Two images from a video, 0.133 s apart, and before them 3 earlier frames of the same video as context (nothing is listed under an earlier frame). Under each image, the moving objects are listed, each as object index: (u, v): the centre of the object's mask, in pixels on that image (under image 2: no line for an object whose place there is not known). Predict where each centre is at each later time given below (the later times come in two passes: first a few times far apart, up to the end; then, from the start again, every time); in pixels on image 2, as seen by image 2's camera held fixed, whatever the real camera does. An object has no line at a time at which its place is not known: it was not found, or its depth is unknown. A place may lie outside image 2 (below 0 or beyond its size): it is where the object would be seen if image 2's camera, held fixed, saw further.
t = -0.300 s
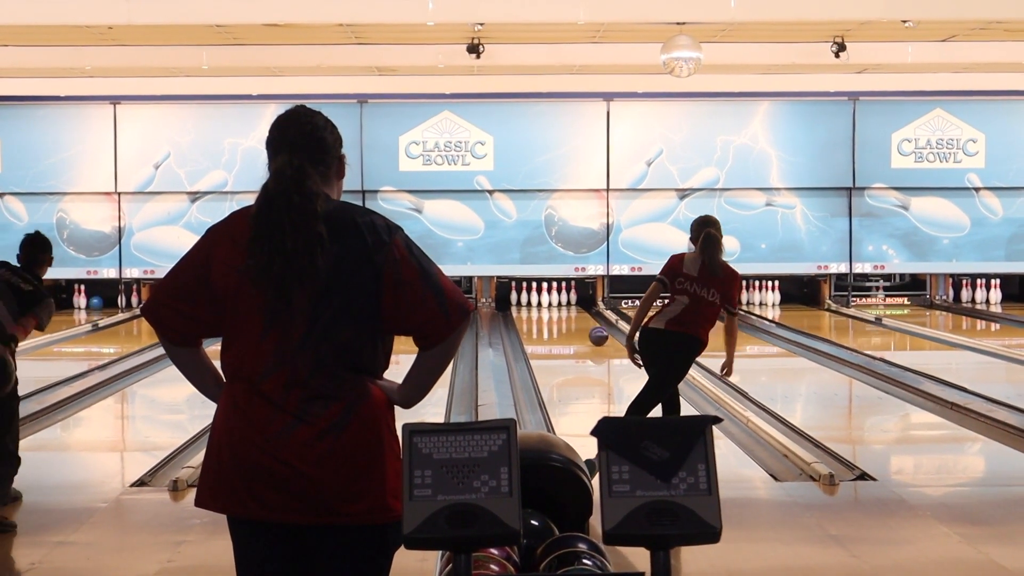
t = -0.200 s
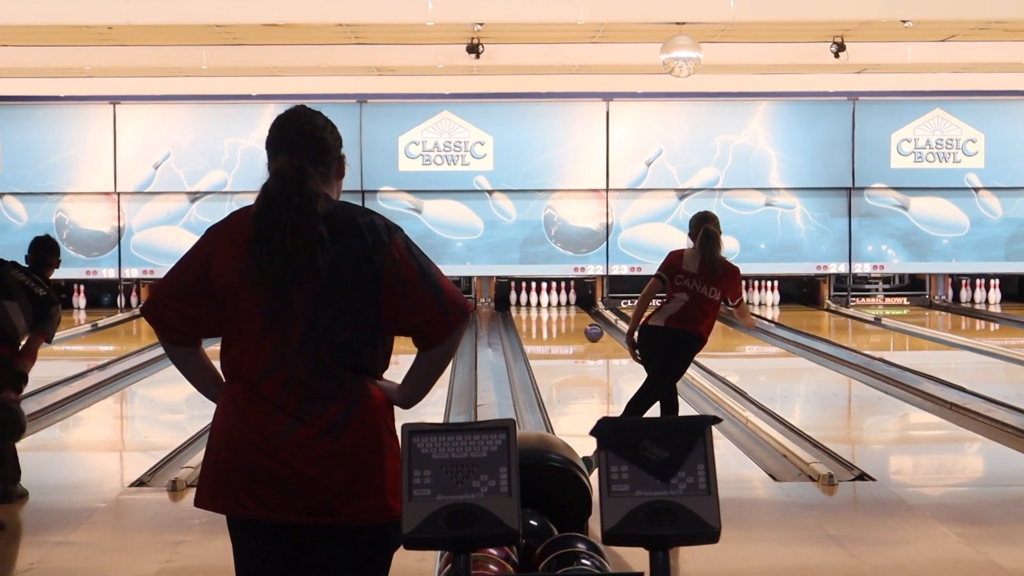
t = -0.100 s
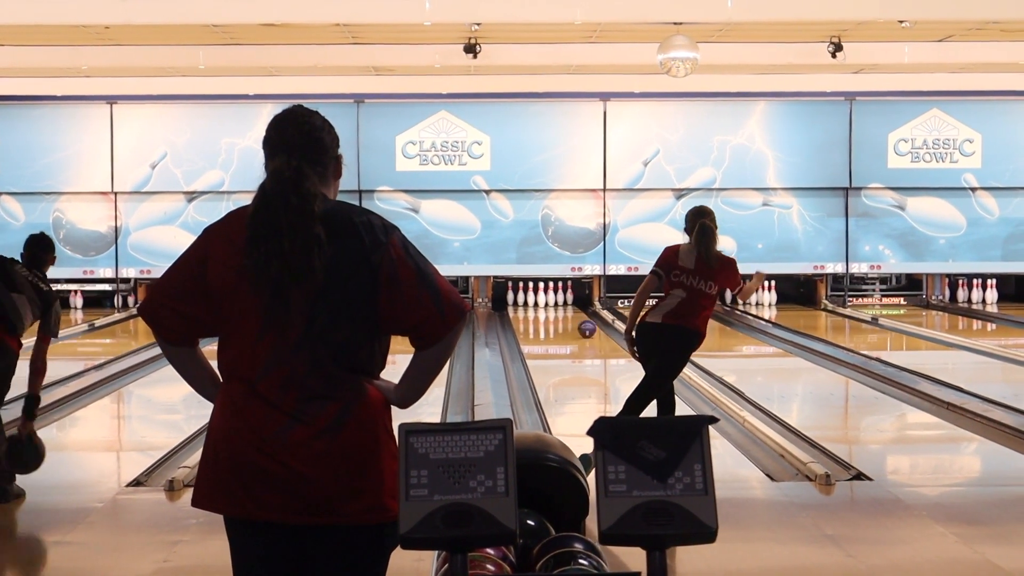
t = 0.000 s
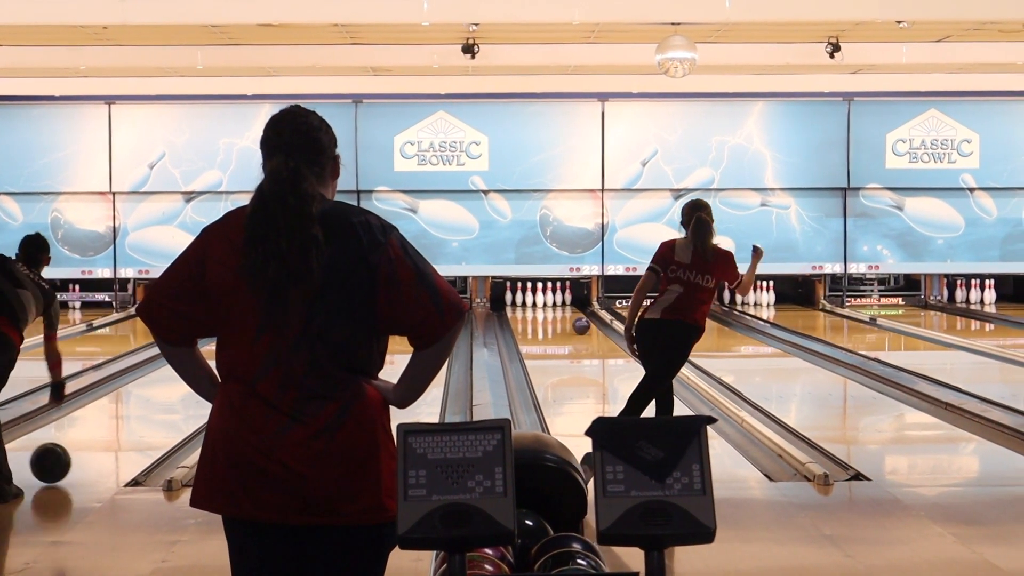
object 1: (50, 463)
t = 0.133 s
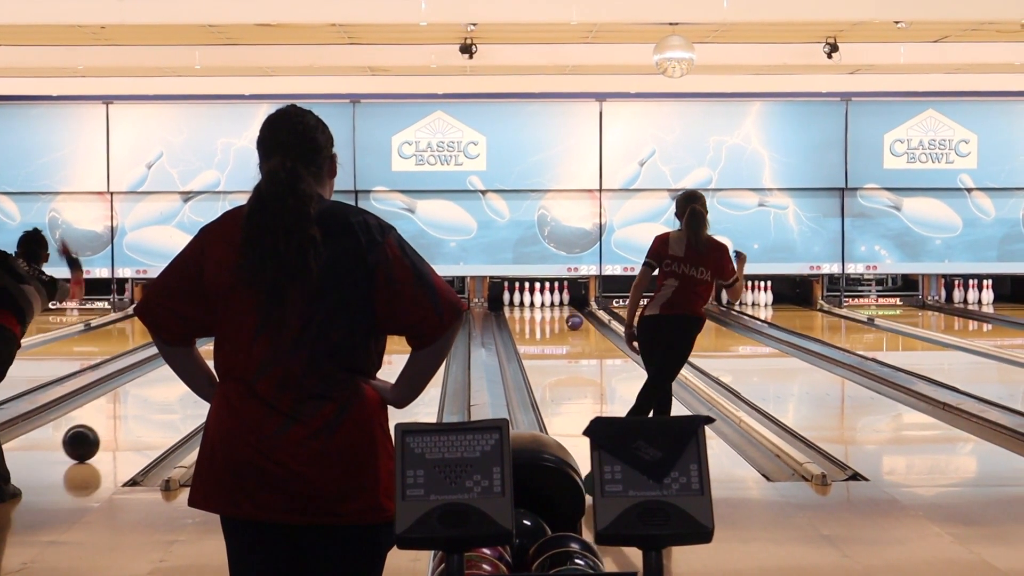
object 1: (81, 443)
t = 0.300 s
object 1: (116, 422)
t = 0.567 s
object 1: (158, 397)
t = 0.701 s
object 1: (173, 388)
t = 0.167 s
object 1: (88, 438)
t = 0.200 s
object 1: (96, 434)
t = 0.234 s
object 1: (103, 430)
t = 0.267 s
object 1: (109, 426)
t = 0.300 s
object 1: (116, 422)
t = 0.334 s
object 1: (122, 419)
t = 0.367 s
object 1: (127, 415)
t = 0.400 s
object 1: (133, 412)
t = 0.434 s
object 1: (138, 409)
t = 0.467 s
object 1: (143, 406)
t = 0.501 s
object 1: (148, 403)
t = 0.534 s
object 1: (153, 400)
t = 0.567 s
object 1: (158, 397)
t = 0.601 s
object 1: (162, 394)
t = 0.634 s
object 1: (167, 391)
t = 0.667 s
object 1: (170, 389)
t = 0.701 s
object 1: (173, 388)
